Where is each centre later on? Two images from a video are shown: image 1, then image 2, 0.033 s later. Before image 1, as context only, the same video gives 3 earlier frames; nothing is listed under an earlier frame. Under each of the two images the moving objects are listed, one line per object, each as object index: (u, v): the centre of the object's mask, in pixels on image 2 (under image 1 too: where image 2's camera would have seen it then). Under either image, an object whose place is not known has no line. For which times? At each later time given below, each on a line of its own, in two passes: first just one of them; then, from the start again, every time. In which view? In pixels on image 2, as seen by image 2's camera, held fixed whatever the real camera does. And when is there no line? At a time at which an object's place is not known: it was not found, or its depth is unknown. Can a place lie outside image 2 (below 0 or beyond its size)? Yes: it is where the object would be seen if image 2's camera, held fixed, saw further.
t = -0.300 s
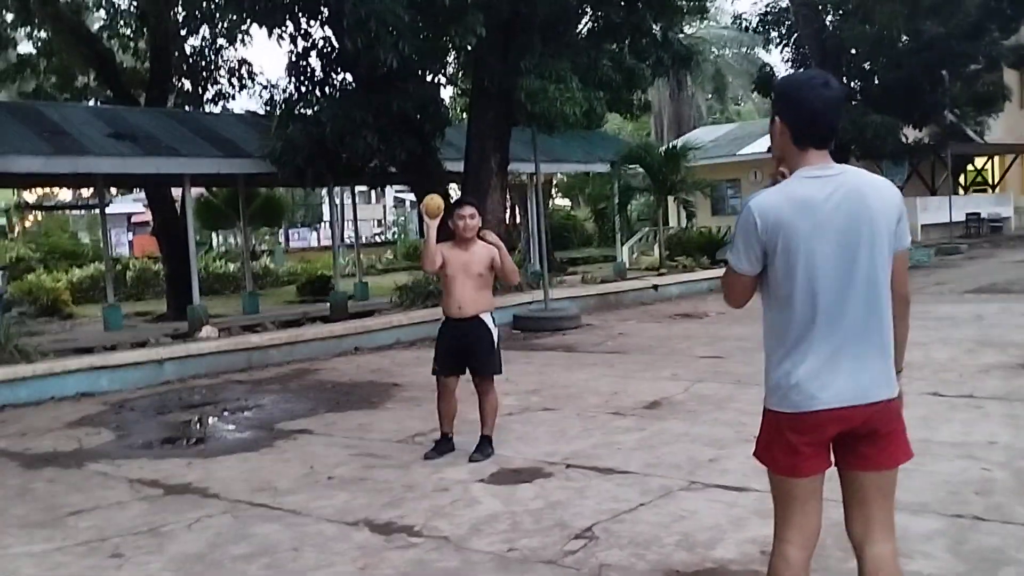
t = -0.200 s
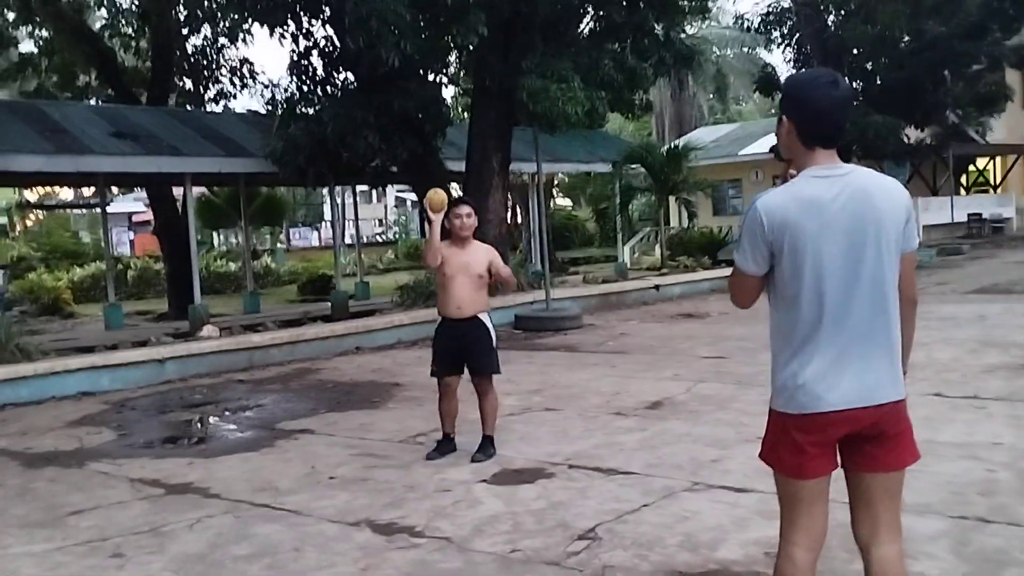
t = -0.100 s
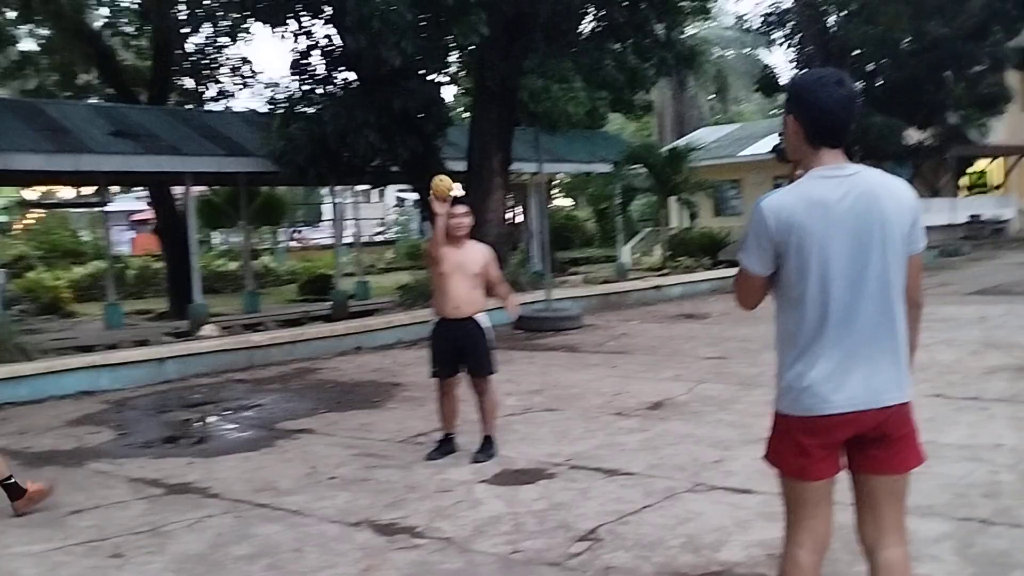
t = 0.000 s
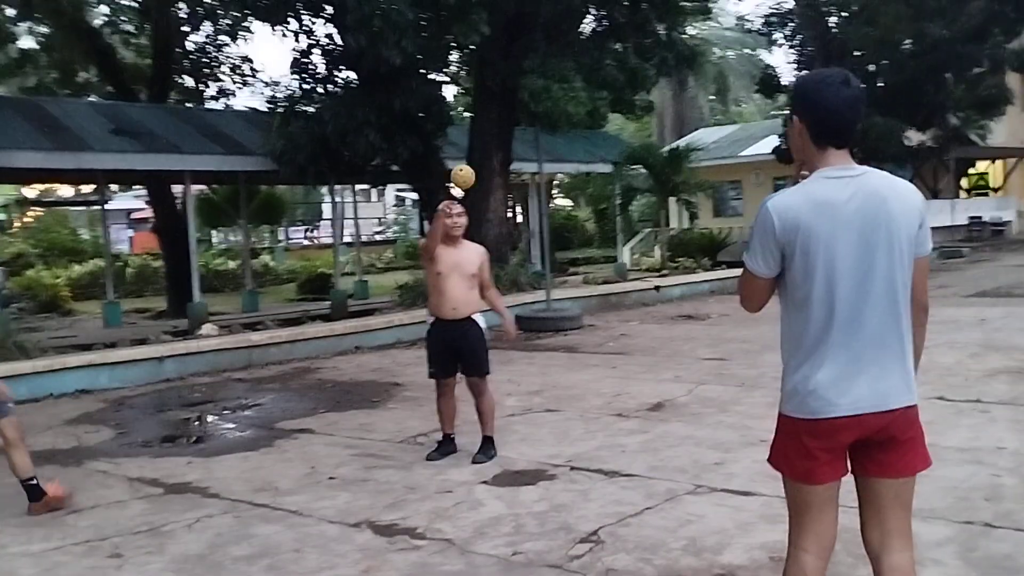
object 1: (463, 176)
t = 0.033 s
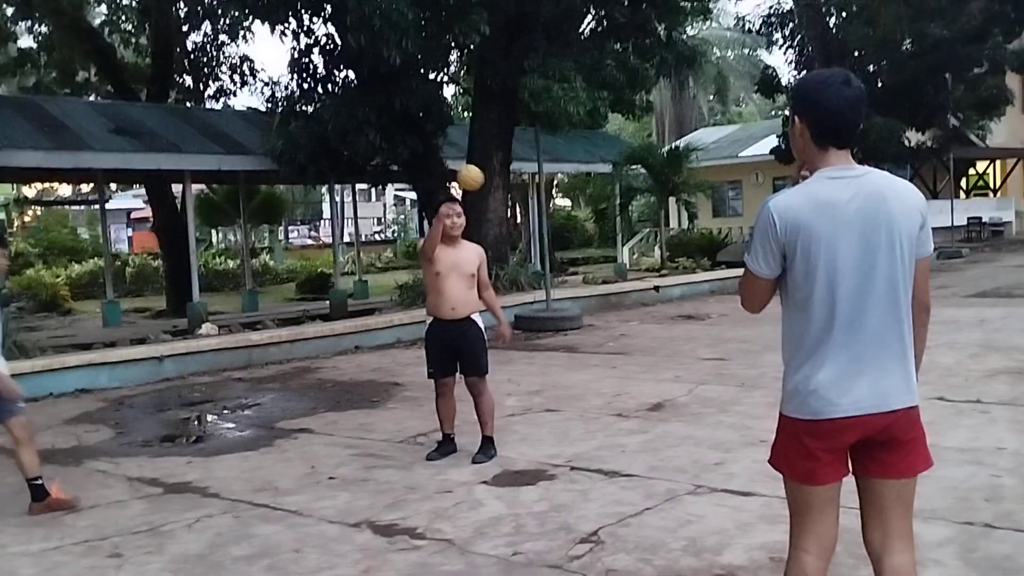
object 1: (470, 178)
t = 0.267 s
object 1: (538, 252)
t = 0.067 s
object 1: (478, 181)
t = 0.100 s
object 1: (488, 187)
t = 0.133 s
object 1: (496, 195)
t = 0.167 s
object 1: (505, 204)
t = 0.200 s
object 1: (517, 220)
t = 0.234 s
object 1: (526, 234)
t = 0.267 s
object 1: (538, 252)
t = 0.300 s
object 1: (550, 274)
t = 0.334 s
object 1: (563, 301)
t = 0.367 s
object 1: (575, 330)
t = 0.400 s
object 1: (588, 364)
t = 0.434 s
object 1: (600, 406)
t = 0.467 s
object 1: (616, 454)
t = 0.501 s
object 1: (632, 501)
